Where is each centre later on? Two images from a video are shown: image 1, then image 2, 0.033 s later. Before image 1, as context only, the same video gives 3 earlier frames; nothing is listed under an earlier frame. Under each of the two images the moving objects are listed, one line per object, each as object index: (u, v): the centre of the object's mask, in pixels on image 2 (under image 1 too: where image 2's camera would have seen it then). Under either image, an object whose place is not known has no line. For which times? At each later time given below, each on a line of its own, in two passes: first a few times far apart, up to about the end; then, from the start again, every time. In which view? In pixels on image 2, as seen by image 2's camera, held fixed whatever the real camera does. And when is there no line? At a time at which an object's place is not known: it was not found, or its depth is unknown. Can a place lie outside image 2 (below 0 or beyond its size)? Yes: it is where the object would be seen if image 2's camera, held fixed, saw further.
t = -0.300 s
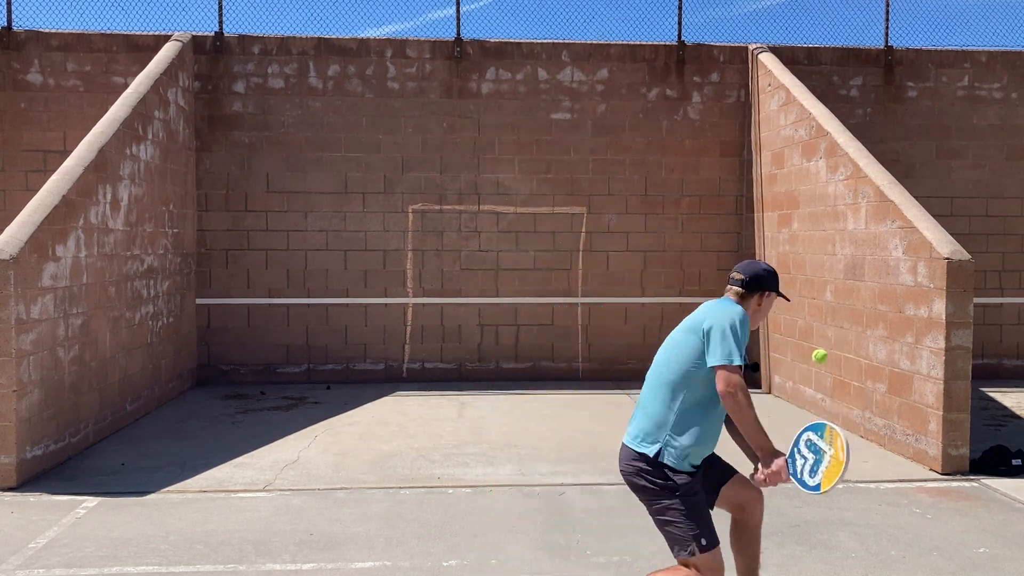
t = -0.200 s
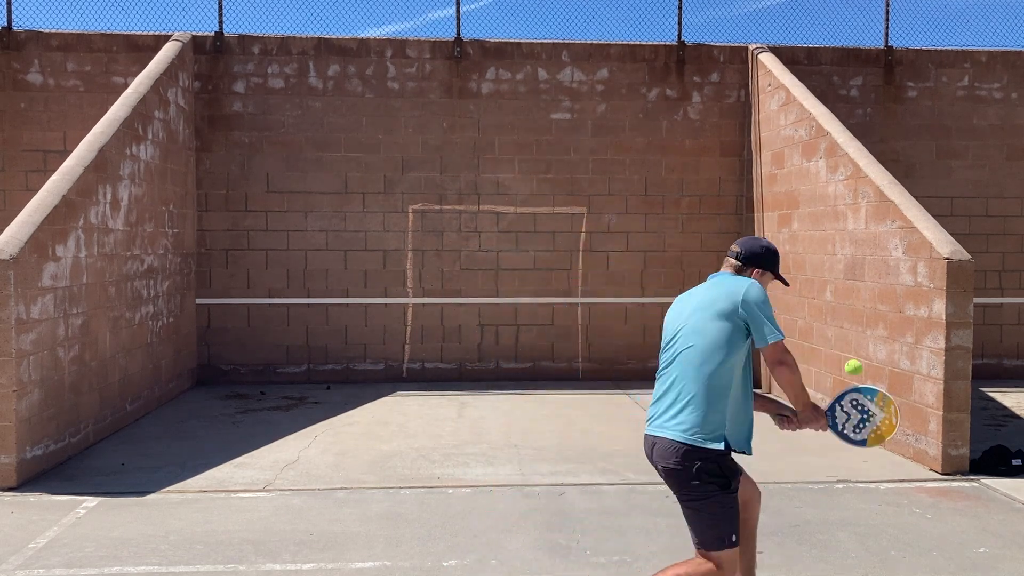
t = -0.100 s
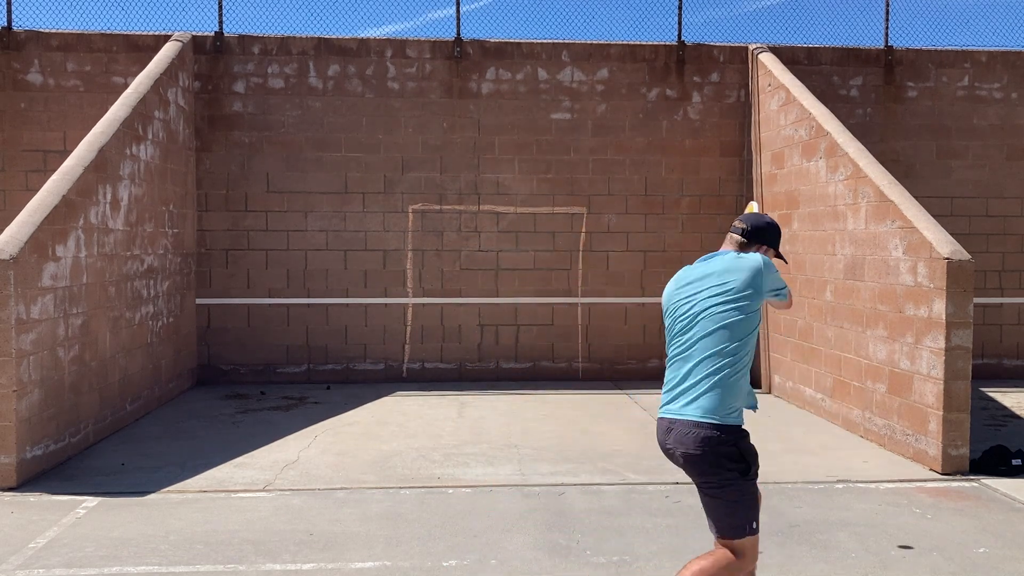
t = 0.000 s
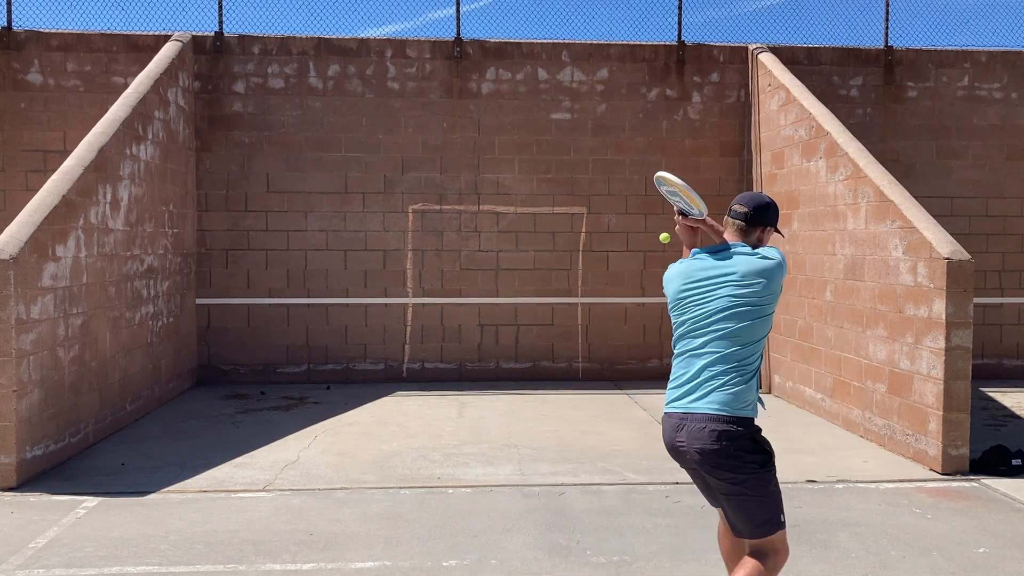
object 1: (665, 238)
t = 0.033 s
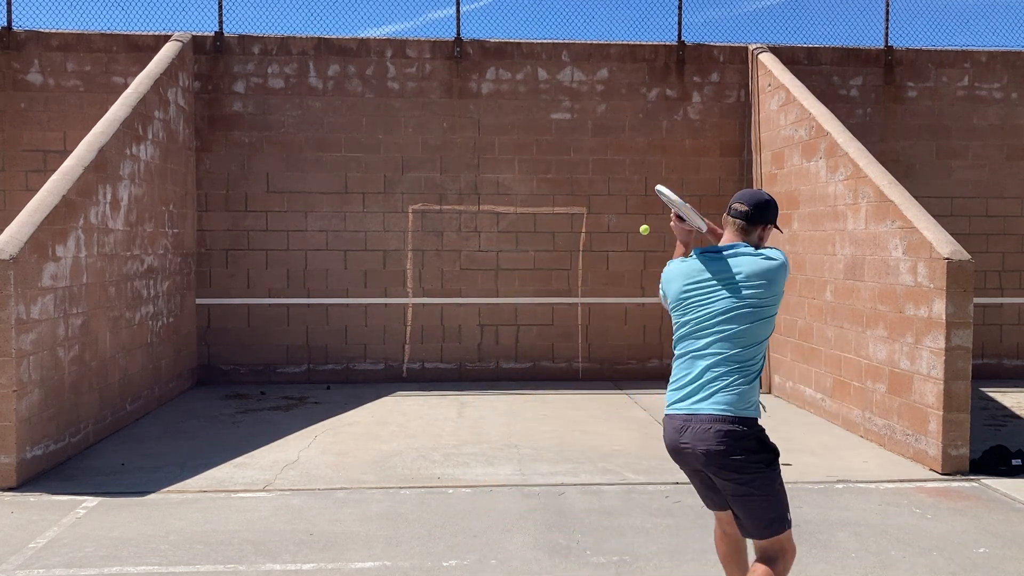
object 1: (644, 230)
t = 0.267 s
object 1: (556, 225)
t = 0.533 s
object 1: (549, 265)
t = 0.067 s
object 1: (627, 224)
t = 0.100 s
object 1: (611, 220)
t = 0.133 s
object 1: (598, 219)
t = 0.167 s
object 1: (586, 219)
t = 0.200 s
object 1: (575, 220)
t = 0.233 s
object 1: (565, 222)
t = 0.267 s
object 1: (556, 225)
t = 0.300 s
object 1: (548, 229)
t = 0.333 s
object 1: (546, 231)
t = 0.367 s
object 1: (546, 234)
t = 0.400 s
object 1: (547, 237)
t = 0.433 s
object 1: (547, 242)
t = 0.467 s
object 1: (547, 248)
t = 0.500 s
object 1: (548, 256)
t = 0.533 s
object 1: (549, 265)
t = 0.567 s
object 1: (549, 276)
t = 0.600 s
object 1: (550, 289)
